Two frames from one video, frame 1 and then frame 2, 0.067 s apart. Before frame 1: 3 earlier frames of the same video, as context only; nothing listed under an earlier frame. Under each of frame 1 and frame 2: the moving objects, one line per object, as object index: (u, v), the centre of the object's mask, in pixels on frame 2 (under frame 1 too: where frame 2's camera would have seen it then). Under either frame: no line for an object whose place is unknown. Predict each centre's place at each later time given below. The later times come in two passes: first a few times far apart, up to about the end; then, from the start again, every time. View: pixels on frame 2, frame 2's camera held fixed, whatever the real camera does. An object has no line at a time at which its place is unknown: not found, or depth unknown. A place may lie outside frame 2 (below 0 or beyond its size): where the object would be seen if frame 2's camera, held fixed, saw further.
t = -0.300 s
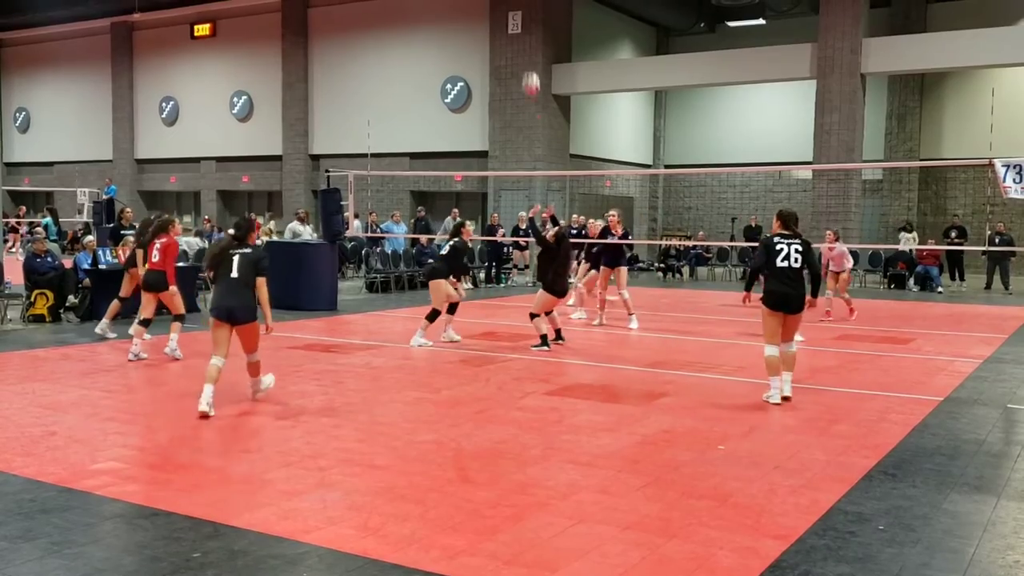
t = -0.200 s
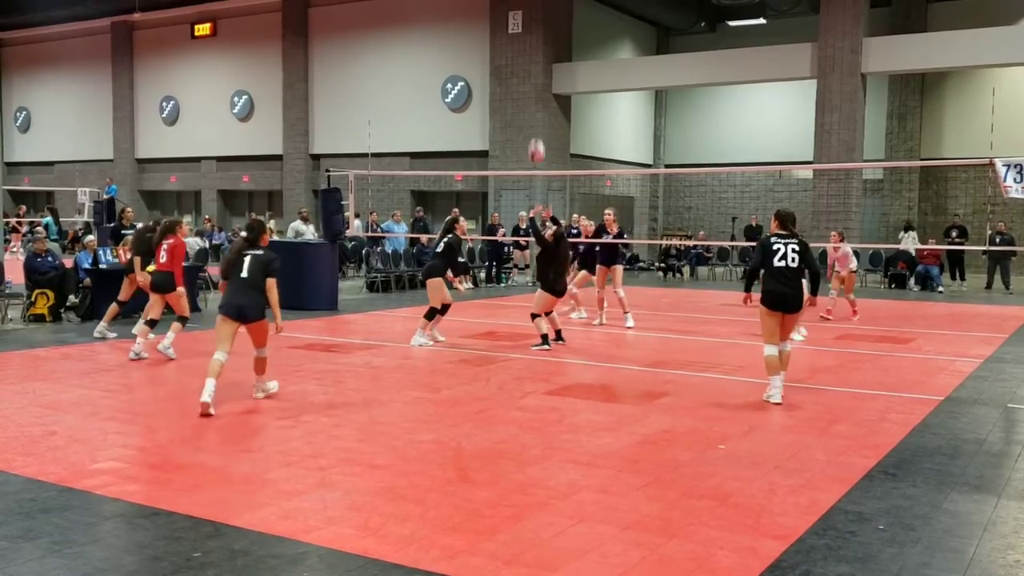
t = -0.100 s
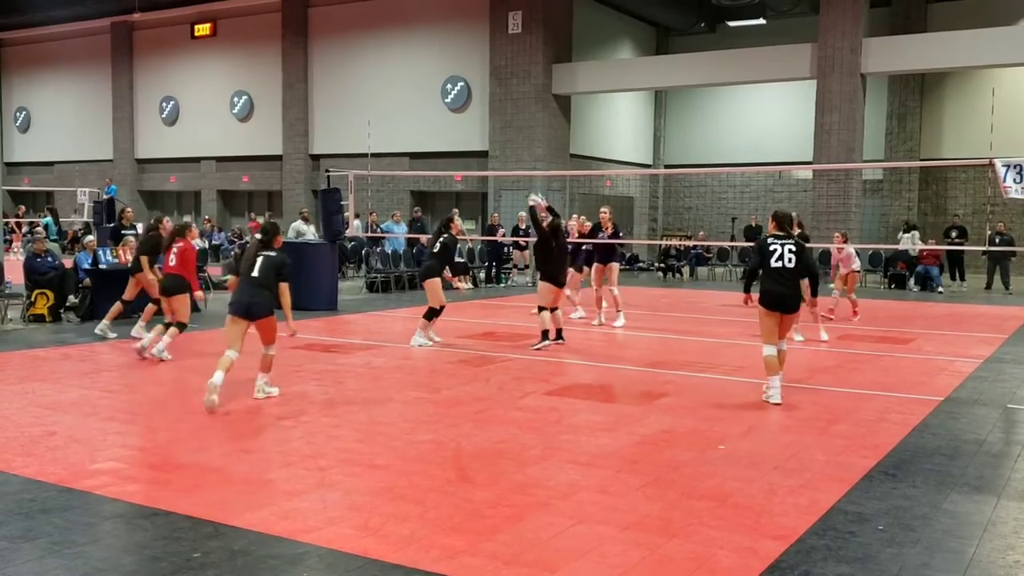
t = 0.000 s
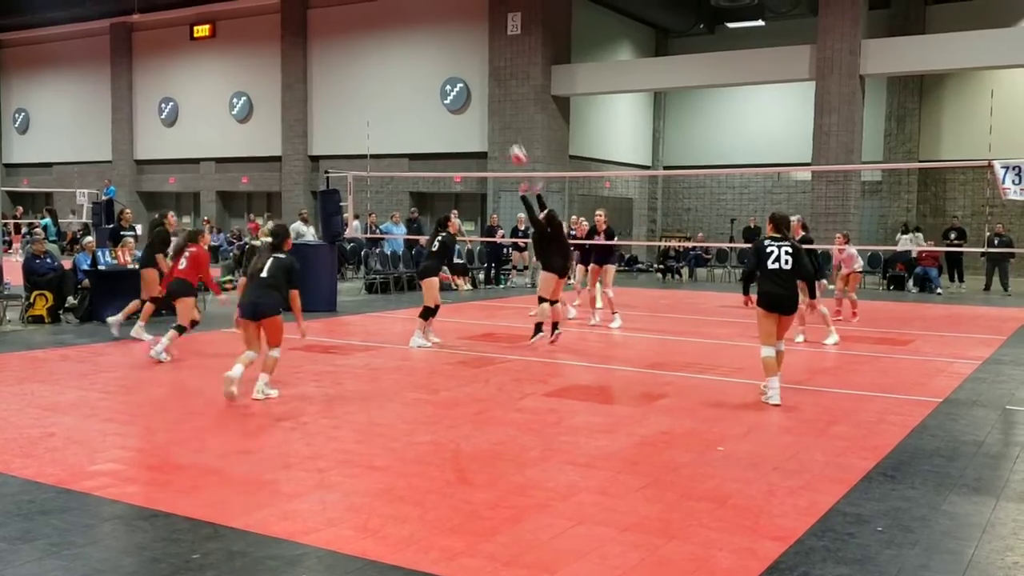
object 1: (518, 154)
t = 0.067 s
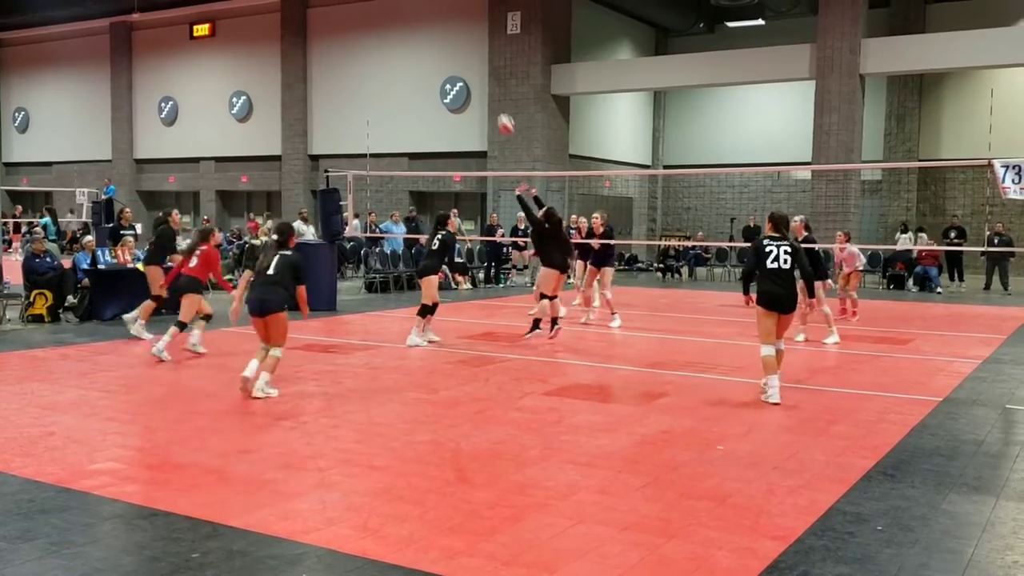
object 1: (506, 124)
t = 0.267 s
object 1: (469, 59)
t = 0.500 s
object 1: (432, 27)
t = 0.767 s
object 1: (389, 42)
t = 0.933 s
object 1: (364, 77)
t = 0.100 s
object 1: (499, 111)
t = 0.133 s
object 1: (494, 99)
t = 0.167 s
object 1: (488, 88)
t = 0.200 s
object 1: (482, 77)
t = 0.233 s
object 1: (475, 67)
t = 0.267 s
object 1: (469, 59)
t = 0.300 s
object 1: (465, 52)
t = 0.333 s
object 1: (459, 46)
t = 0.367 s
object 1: (454, 40)
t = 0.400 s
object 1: (448, 35)
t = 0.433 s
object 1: (442, 32)
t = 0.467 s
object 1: (437, 29)
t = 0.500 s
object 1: (432, 27)
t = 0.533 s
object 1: (425, 25)
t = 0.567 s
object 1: (420, 25)
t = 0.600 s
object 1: (415, 26)
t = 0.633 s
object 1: (410, 28)
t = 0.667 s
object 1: (404, 30)
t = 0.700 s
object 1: (399, 33)
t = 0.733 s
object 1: (394, 37)
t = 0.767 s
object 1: (389, 42)
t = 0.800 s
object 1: (383, 47)
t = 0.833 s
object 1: (378, 54)
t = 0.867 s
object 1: (374, 60)
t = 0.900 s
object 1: (369, 69)
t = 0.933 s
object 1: (364, 77)
